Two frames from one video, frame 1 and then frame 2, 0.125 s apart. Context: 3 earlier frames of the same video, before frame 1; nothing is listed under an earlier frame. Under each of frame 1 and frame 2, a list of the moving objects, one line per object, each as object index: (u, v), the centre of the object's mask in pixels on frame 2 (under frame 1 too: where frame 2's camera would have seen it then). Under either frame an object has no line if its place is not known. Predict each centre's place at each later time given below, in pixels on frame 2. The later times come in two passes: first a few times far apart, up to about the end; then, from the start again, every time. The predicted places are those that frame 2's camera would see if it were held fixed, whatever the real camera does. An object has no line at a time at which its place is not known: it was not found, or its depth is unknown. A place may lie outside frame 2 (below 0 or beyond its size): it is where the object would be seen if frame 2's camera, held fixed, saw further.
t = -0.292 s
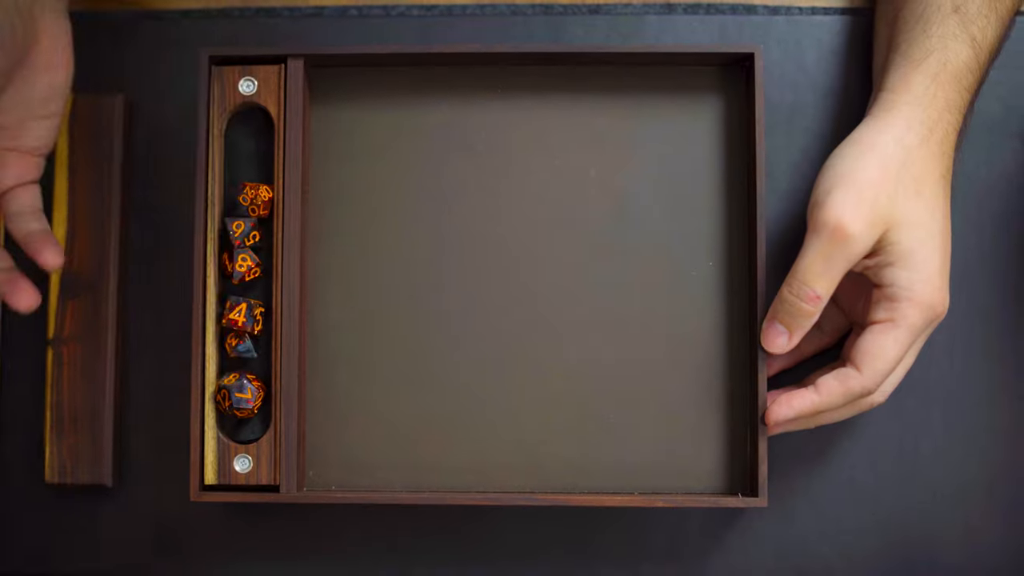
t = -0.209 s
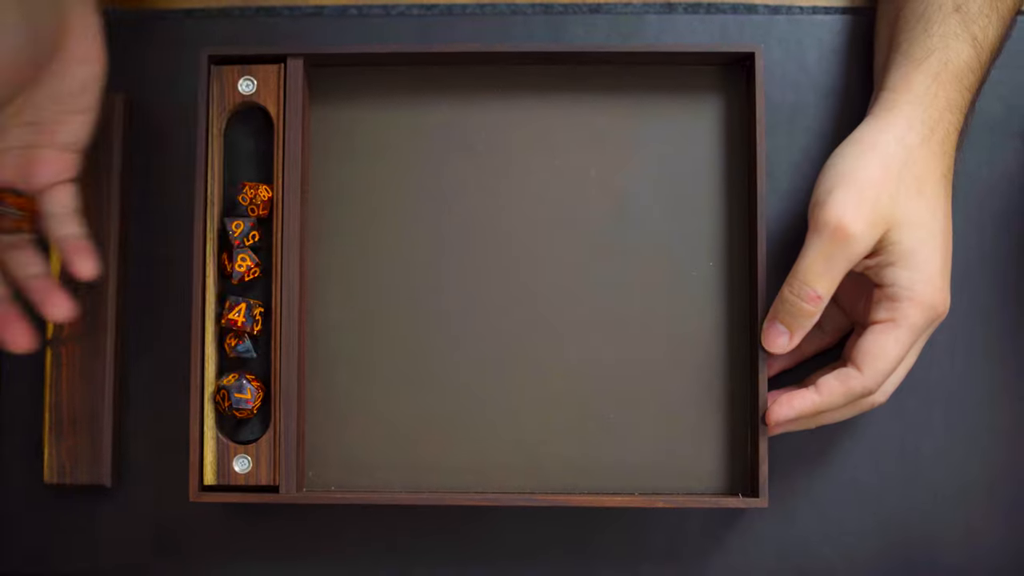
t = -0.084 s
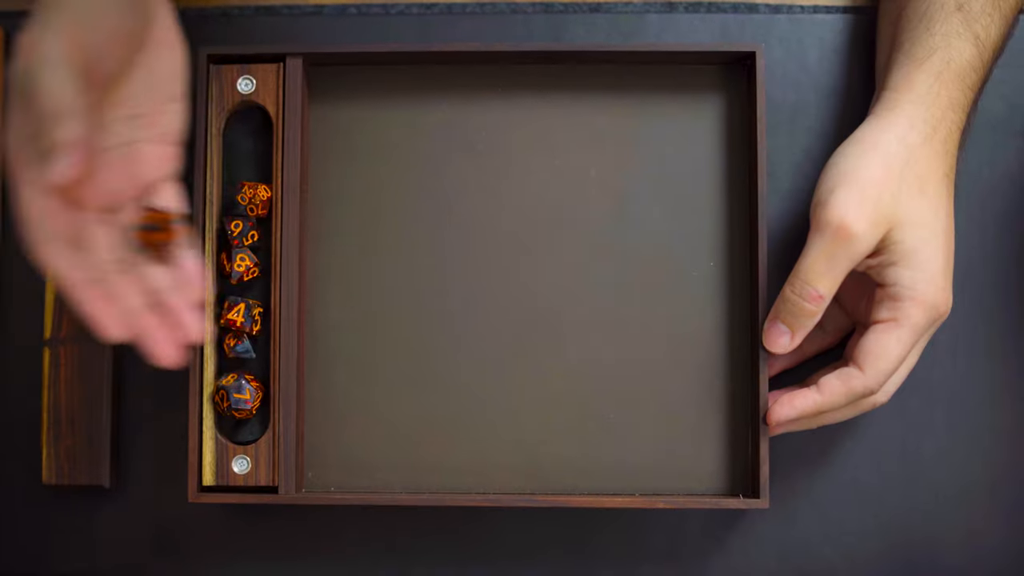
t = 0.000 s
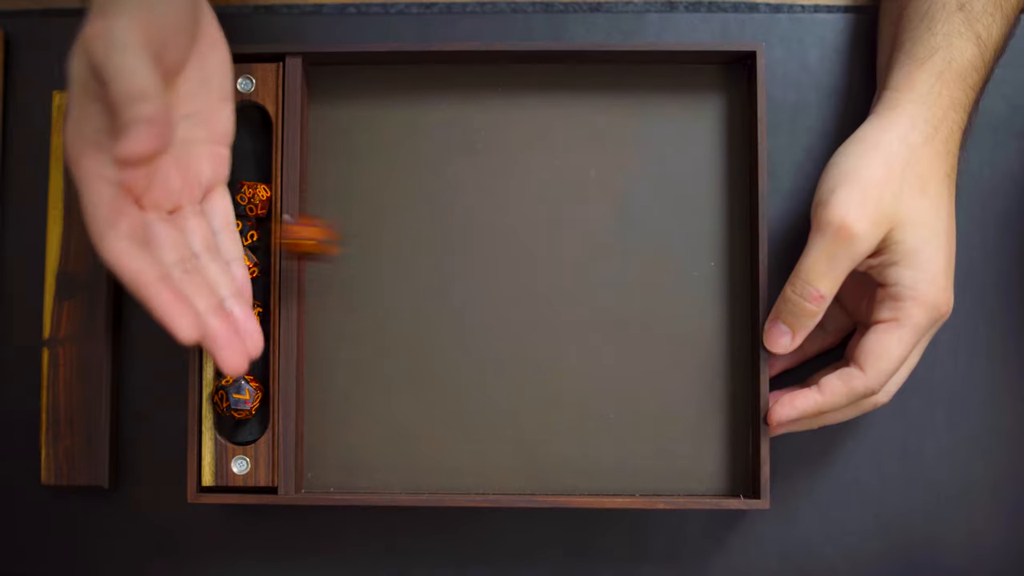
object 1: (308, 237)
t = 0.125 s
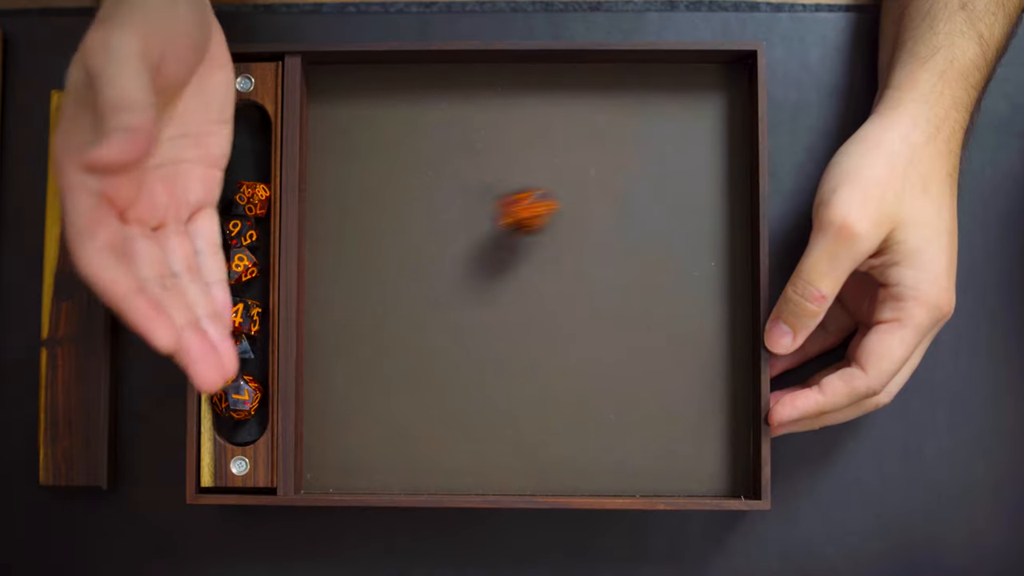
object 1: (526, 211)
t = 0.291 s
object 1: (699, 163)
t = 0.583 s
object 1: (589, 141)
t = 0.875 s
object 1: (562, 129)
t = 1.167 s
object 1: (563, 129)
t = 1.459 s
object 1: (562, 129)
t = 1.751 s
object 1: (562, 130)
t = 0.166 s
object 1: (595, 196)
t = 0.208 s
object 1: (658, 182)
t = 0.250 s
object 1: (719, 171)
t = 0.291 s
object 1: (699, 163)
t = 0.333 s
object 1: (674, 144)
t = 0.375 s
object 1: (651, 134)
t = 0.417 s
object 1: (630, 128)
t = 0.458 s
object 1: (618, 125)
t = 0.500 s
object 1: (605, 131)
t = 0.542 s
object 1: (594, 134)
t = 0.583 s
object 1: (589, 141)
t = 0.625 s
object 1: (583, 143)
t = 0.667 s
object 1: (575, 139)
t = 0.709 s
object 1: (570, 135)
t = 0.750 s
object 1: (566, 132)
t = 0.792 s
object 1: (562, 128)
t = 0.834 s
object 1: (562, 129)
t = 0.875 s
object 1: (562, 129)
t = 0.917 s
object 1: (563, 129)
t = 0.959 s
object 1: (563, 129)
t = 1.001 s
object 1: (563, 129)
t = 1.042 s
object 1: (563, 129)
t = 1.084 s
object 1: (563, 129)
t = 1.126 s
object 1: (563, 129)
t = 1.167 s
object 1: (563, 129)
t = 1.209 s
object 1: (562, 129)
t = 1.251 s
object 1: (562, 129)
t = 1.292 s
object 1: (562, 129)
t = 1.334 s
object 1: (562, 129)
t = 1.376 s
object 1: (562, 129)
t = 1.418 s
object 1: (562, 129)
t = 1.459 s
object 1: (562, 129)
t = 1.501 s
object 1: (562, 129)
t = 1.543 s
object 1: (562, 129)
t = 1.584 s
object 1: (562, 129)
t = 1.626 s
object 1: (562, 129)
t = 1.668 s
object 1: (562, 129)
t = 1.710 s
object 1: (562, 129)
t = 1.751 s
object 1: (562, 130)
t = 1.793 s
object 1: (562, 129)
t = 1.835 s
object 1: (562, 129)
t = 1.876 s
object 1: (562, 129)
